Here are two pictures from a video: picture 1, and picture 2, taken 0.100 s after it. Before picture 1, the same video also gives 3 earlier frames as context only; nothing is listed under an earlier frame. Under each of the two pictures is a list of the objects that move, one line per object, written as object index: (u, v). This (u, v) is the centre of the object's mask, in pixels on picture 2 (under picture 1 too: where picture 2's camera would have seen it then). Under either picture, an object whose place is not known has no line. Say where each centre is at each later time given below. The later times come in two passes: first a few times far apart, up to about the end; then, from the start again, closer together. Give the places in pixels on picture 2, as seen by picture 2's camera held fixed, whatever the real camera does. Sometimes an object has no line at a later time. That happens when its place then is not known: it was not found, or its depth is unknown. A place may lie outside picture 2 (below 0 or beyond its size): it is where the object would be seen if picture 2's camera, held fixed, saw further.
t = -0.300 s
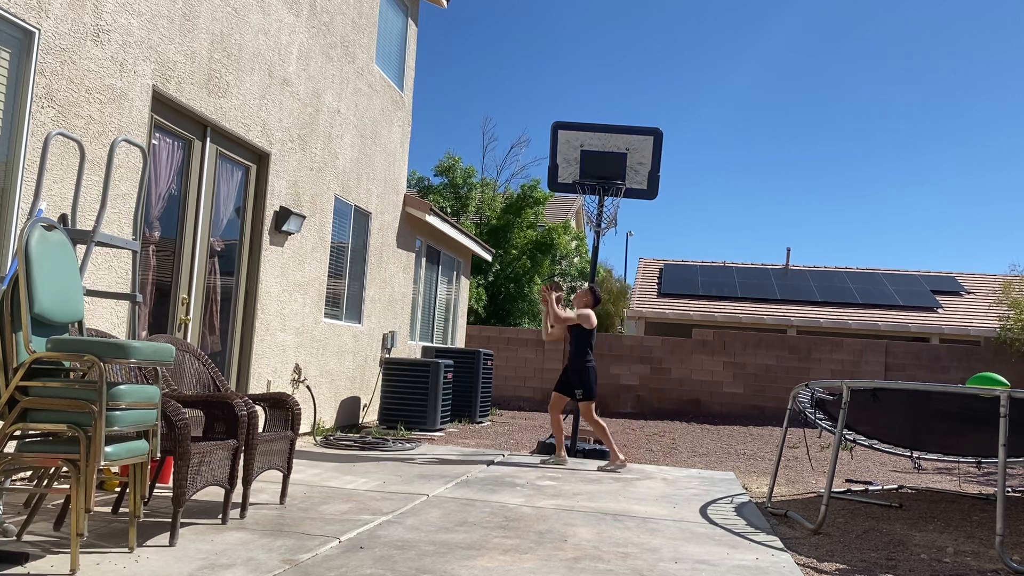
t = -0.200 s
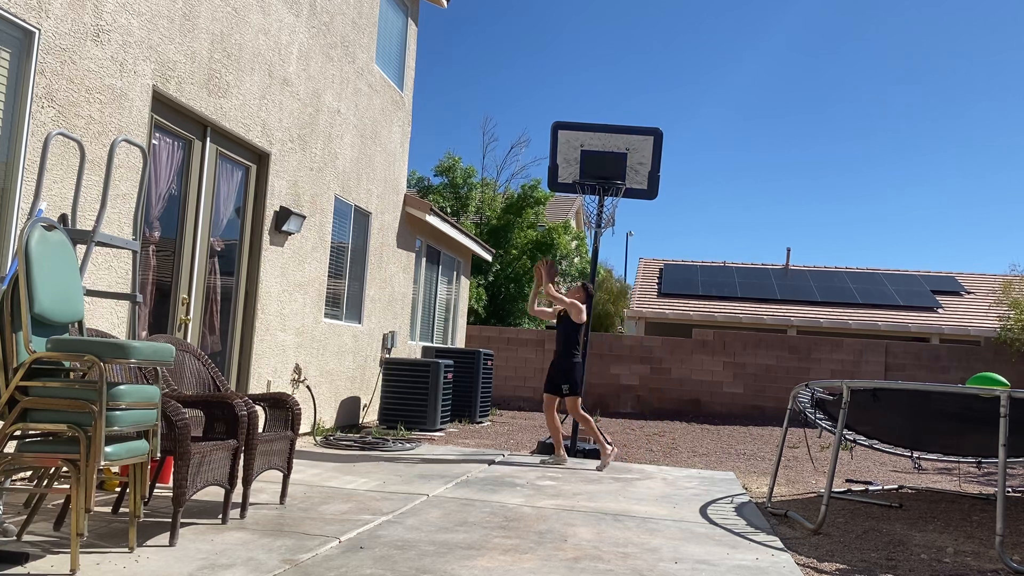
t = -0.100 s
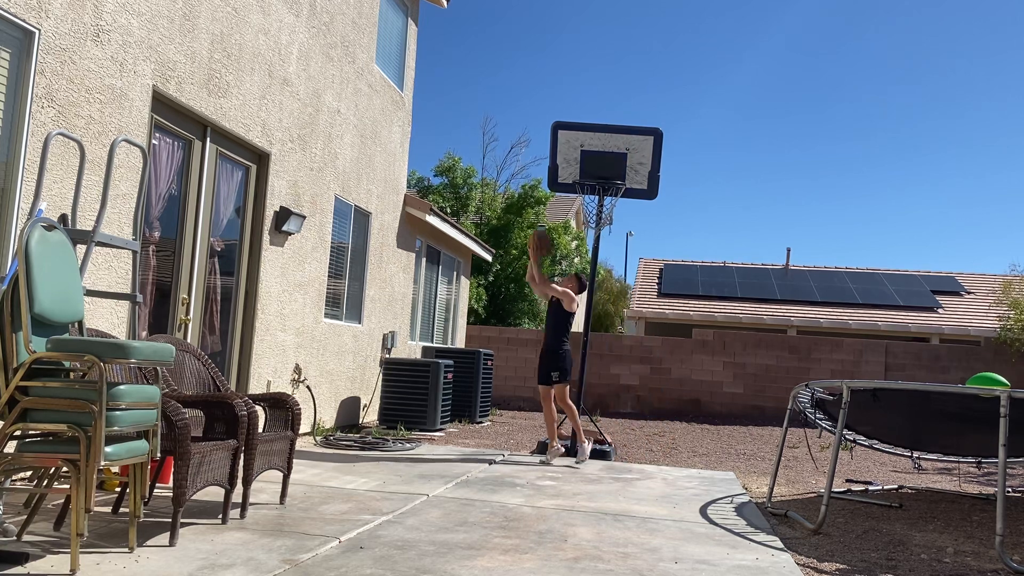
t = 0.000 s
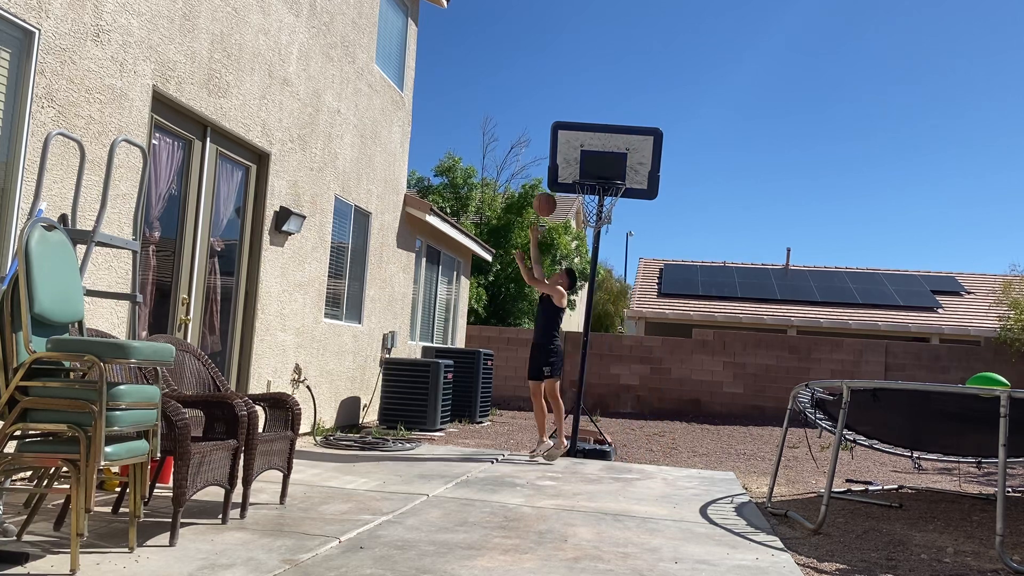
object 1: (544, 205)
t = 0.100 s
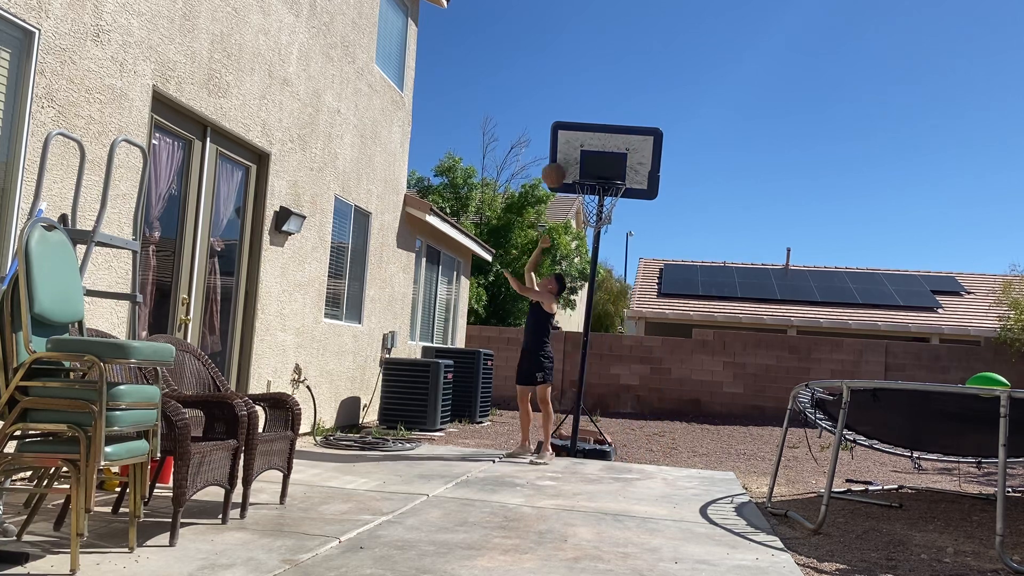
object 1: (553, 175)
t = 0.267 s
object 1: (568, 159)
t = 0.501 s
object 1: (591, 180)
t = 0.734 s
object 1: (621, 238)
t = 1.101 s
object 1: (663, 445)
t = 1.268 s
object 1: (682, 404)
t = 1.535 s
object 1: (709, 350)
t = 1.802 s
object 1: (734, 371)
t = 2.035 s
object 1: (751, 452)
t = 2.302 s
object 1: (774, 420)
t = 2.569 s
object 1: (801, 431)
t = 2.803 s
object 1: (815, 458)
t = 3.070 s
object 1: (823, 446)
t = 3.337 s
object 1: (831, 455)
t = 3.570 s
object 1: (844, 464)
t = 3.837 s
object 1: (844, 462)
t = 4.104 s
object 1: (846, 465)
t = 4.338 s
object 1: (846, 465)
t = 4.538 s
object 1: (846, 465)
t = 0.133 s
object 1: (556, 168)
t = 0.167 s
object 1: (559, 164)
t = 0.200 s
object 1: (562, 161)
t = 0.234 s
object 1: (565, 159)
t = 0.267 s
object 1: (568, 159)
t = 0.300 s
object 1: (571, 159)
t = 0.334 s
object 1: (574, 161)
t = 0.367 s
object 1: (577, 163)
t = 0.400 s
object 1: (580, 167)
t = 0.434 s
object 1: (582, 171)
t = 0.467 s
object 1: (585, 175)
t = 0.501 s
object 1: (591, 180)
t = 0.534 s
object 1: (596, 185)
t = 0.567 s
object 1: (601, 191)
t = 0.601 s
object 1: (605, 198)
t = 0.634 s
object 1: (609, 207)
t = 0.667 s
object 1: (613, 216)
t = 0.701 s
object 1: (617, 226)
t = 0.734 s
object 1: (621, 238)
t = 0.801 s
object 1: (629, 265)
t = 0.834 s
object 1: (633, 280)
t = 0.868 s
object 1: (636, 296)
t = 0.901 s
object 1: (641, 313)
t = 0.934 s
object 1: (644, 332)
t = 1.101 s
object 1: (663, 445)
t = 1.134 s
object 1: (666, 461)
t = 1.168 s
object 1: (670, 444)
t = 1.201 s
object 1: (674, 430)
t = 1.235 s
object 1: (678, 416)
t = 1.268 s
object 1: (682, 404)
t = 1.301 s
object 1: (686, 393)
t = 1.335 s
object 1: (689, 383)
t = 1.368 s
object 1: (693, 375)
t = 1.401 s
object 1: (696, 367)
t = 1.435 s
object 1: (699, 361)
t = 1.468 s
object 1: (702, 356)
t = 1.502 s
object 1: (706, 351)
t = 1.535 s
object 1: (709, 350)
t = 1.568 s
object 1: (712, 348)
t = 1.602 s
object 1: (715, 348)
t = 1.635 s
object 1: (718, 348)
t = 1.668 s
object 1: (721, 350)
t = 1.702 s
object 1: (724, 354)
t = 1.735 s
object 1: (727, 358)
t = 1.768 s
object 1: (730, 363)
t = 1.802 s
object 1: (734, 371)
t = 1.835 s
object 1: (736, 379)
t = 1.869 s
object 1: (738, 388)
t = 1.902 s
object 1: (741, 398)
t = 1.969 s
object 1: (747, 422)
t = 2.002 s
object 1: (749, 436)
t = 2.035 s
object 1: (751, 452)
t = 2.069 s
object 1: (754, 468)
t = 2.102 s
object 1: (756, 467)
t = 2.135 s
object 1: (760, 456)
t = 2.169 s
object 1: (763, 447)
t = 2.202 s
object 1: (766, 438)
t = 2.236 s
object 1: (769, 431)
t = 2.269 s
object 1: (772, 425)
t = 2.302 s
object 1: (774, 420)
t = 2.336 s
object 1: (776, 416)
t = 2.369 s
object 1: (778, 414)
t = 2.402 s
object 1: (783, 414)
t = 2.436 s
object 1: (786, 414)
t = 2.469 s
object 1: (790, 416)
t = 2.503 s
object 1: (792, 419)
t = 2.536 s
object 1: (799, 426)
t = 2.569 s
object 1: (801, 431)
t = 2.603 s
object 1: (803, 438)
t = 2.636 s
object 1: (806, 447)
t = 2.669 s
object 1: (808, 456)
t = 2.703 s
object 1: (810, 467)
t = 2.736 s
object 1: (813, 473)
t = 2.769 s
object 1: (814, 465)
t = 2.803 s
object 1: (815, 458)
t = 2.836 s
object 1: (817, 452)
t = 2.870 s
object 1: (819, 448)
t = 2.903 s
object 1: (820, 445)
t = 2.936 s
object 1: (821, 443)
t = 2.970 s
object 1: (821, 443)
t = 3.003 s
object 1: (822, 443)
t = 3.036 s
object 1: (823, 444)
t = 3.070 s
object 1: (823, 446)
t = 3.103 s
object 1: (824, 449)
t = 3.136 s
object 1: (824, 454)
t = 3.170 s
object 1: (824, 460)
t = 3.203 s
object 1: (828, 467)
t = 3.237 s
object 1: (829, 467)
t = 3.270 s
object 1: (830, 463)
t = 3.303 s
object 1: (831, 459)
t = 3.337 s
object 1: (831, 455)
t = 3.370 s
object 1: (832, 452)
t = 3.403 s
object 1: (832, 452)
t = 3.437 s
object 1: (837, 455)
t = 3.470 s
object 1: (837, 454)
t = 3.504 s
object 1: (838, 457)
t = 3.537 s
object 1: (840, 459)
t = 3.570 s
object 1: (844, 464)
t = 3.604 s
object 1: (843, 470)
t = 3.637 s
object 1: (844, 467)
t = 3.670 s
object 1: (844, 463)
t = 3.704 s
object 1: (844, 461)
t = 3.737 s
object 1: (844, 460)
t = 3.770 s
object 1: (844, 460)
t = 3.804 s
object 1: (844, 460)
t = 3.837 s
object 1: (844, 462)
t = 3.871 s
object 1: (845, 465)
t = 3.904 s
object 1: (845, 468)
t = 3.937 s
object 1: (845, 465)
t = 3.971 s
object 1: (845, 463)
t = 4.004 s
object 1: (846, 462)
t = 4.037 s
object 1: (846, 462)
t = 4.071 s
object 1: (846, 463)
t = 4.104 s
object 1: (846, 465)
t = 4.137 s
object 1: (846, 467)
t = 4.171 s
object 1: (846, 465)
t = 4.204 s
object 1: (846, 464)
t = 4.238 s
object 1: (846, 464)
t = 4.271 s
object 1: (846, 465)
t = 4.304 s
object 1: (846, 466)
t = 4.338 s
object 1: (846, 465)
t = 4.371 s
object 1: (846, 465)
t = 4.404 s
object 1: (846, 465)
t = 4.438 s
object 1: (846, 465)
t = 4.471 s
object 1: (846, 465)
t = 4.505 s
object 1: (846, 465)
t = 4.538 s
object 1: (846, 465)
